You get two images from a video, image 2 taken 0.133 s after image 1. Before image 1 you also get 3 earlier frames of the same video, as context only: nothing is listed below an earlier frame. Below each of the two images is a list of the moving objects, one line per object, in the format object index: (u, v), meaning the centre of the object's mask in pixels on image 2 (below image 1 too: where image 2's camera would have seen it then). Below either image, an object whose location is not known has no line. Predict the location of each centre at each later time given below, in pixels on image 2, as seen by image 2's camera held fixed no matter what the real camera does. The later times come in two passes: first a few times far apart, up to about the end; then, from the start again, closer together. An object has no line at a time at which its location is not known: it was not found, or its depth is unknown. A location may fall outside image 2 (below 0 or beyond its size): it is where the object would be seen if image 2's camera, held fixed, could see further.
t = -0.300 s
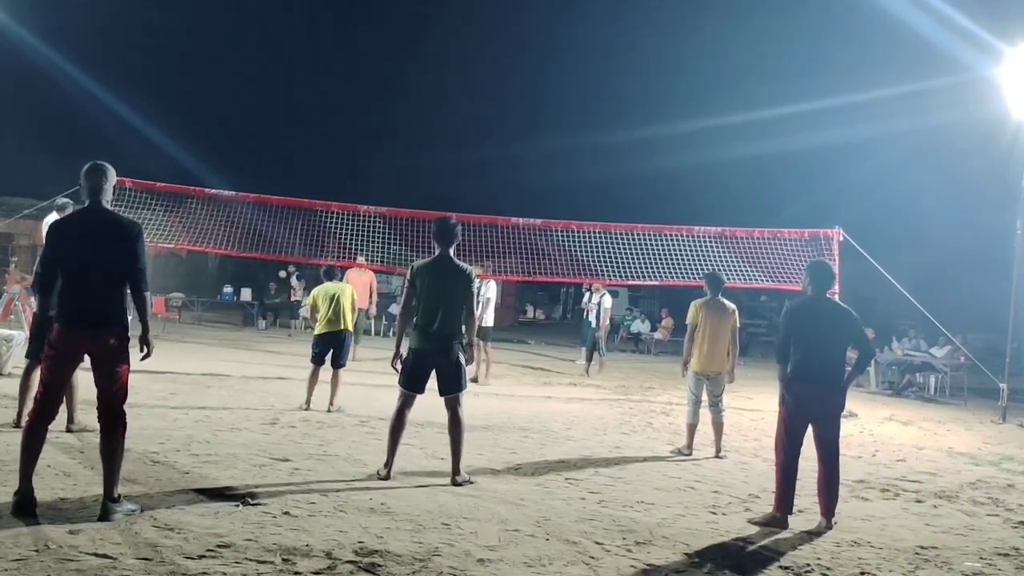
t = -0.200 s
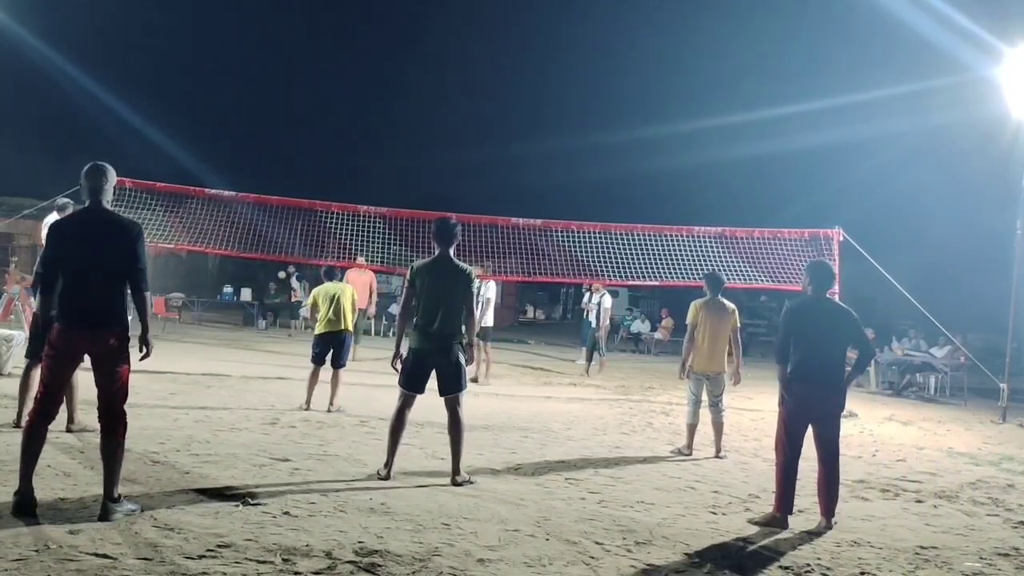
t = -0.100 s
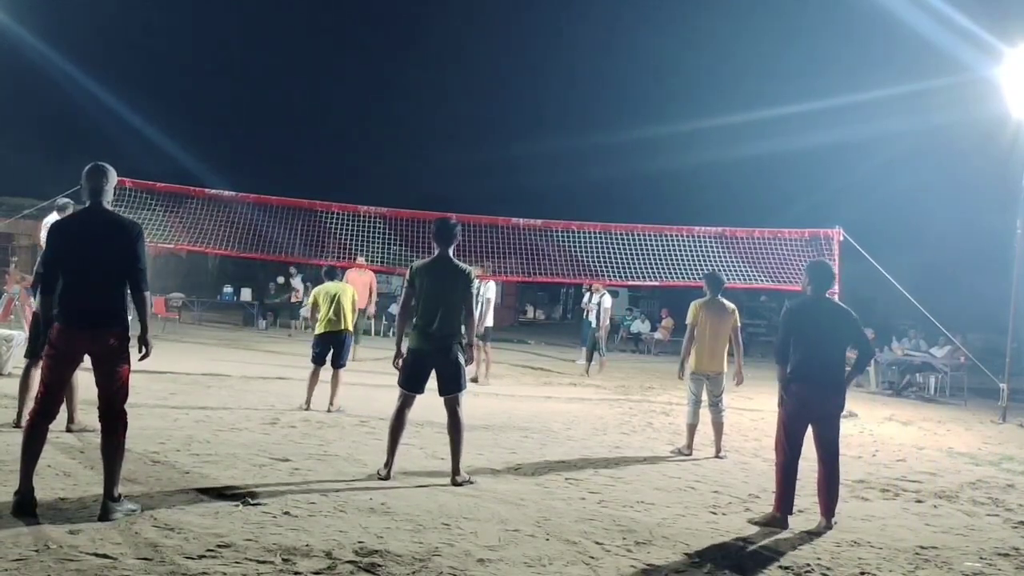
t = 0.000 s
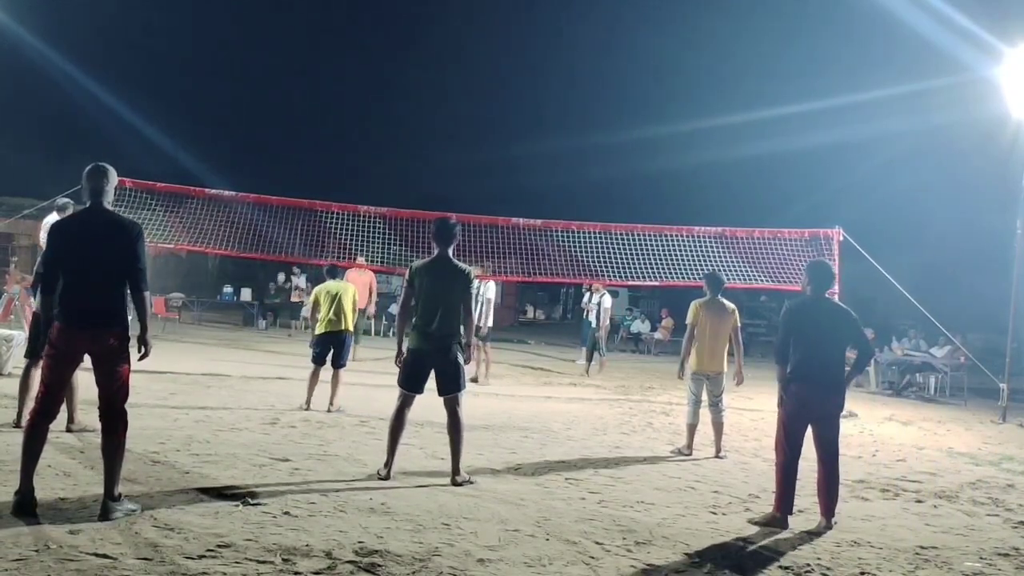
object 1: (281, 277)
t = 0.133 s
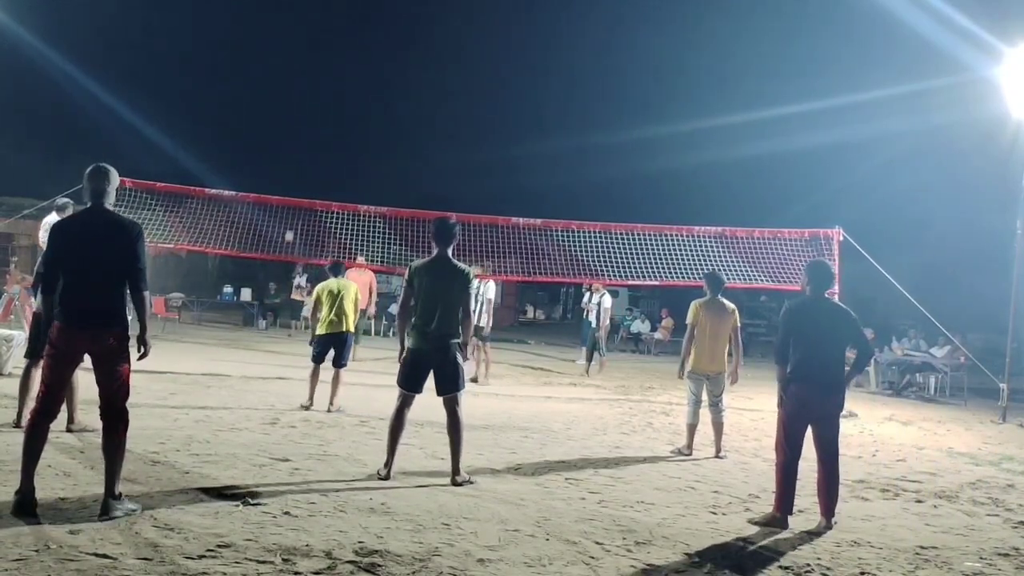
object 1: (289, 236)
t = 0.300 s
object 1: (300, 191)
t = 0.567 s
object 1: (320, 134)
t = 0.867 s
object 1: (343, 105)
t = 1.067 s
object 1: (360, 123)
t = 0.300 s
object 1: (300, 191)
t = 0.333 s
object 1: (303, 183)
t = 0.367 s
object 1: (305, 175)
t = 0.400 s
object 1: (308, 167)
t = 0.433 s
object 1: (310, 159)
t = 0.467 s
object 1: (313, 153)
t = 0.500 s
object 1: (315, 146)
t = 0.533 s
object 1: (318, 139)
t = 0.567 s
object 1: (320, 134)
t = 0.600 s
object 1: (323, 128)
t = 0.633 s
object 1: (325, 123)
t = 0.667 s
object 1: (328, 119)
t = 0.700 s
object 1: (330, 115)
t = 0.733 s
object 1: (333, 111)
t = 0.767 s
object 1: (336, 108)
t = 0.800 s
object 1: (338, 106)
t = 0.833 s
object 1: (341, 105)
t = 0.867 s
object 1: (343, 105)
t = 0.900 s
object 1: (346, 105)
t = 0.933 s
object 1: (349, 107)
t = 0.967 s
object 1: (352, 109)
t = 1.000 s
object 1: (354, 112)
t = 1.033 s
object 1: (357, 117)
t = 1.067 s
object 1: (360, 123)
